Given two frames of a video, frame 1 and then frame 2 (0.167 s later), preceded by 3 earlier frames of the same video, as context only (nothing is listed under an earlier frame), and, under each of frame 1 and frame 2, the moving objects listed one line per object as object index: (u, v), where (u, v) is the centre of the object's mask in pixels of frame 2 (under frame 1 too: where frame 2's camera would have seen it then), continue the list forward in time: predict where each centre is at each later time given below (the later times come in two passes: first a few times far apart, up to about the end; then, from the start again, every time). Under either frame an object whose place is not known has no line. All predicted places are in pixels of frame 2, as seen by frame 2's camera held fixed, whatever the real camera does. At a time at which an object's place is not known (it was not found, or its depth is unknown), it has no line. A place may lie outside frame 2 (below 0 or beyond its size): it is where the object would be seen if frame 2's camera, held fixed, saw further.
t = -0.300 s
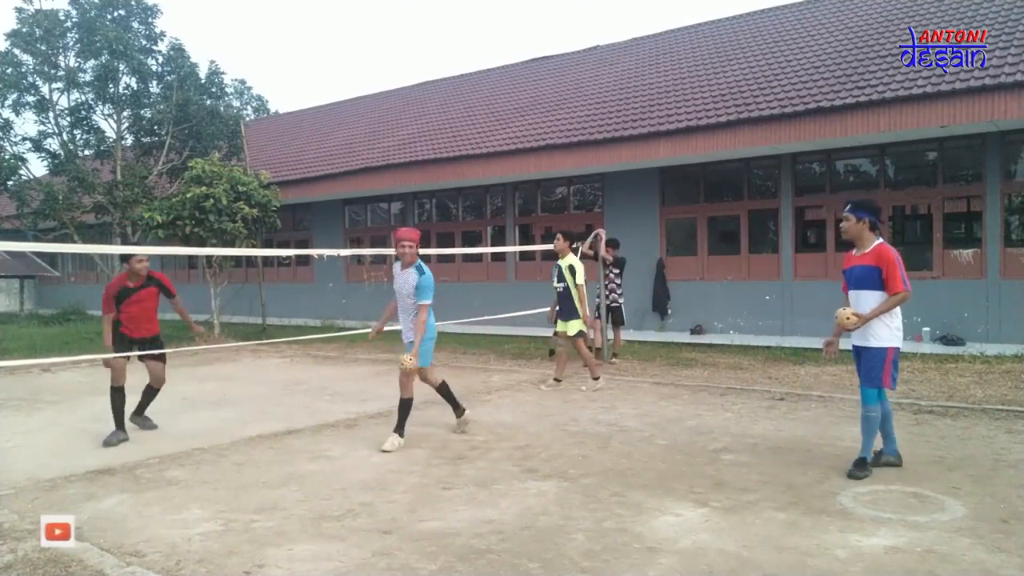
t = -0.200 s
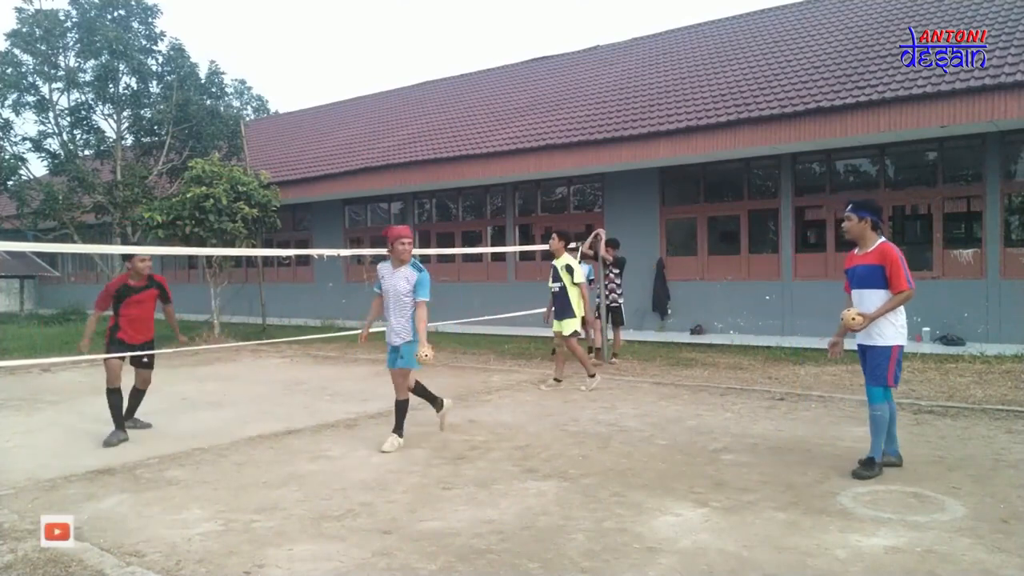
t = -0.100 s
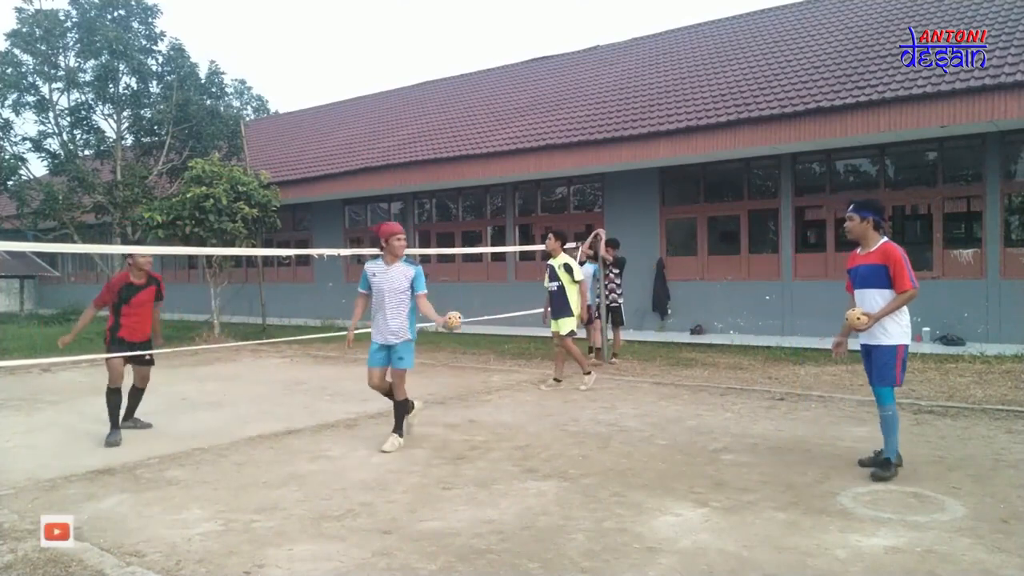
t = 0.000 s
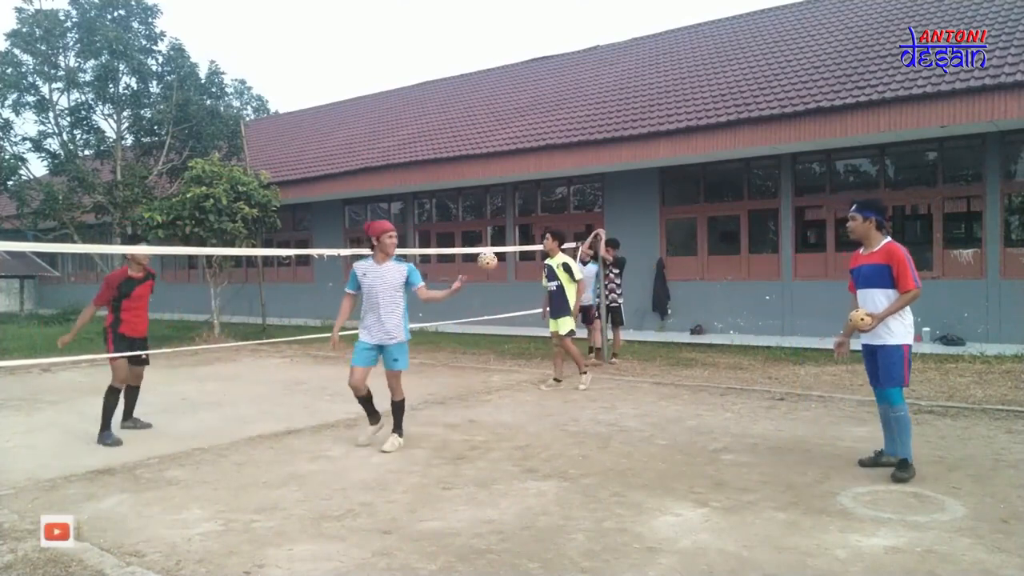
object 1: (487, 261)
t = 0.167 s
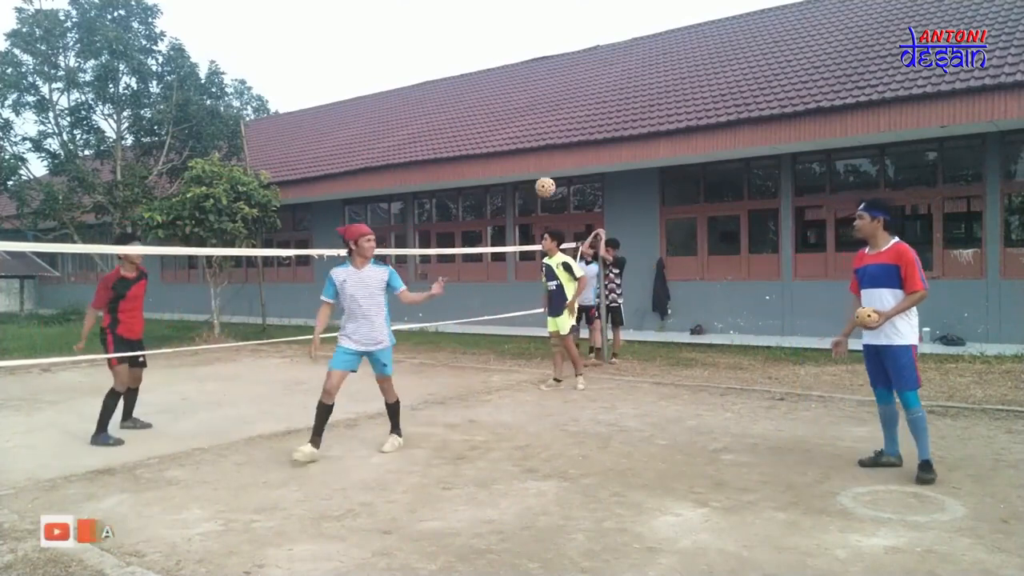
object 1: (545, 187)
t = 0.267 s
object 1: (582, 159)
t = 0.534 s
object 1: (686, 165)
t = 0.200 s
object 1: (557, 177)
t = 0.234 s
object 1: (570, 167)
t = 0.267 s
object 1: (582, 159)
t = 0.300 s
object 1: (594, 154)
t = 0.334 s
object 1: (607, 150)
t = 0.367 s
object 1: (620, 148)
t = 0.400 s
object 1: (633, 148)
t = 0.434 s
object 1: (646, 149)
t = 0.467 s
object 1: (659, 152)
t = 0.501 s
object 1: (673, 158)
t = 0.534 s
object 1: (686, 165)
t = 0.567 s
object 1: (700, 174)
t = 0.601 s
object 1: (713, 184)
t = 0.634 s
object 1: (727, 196)
